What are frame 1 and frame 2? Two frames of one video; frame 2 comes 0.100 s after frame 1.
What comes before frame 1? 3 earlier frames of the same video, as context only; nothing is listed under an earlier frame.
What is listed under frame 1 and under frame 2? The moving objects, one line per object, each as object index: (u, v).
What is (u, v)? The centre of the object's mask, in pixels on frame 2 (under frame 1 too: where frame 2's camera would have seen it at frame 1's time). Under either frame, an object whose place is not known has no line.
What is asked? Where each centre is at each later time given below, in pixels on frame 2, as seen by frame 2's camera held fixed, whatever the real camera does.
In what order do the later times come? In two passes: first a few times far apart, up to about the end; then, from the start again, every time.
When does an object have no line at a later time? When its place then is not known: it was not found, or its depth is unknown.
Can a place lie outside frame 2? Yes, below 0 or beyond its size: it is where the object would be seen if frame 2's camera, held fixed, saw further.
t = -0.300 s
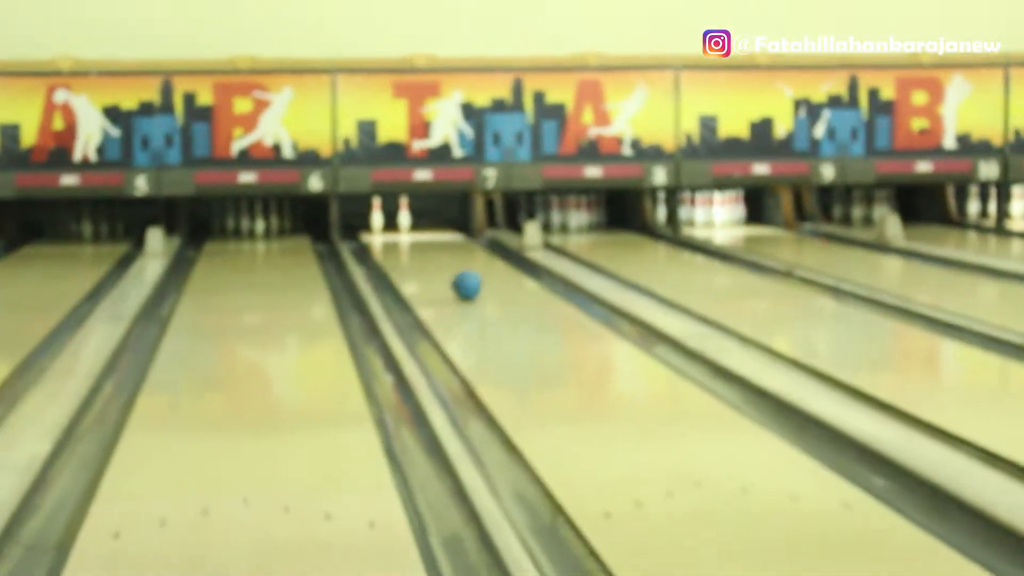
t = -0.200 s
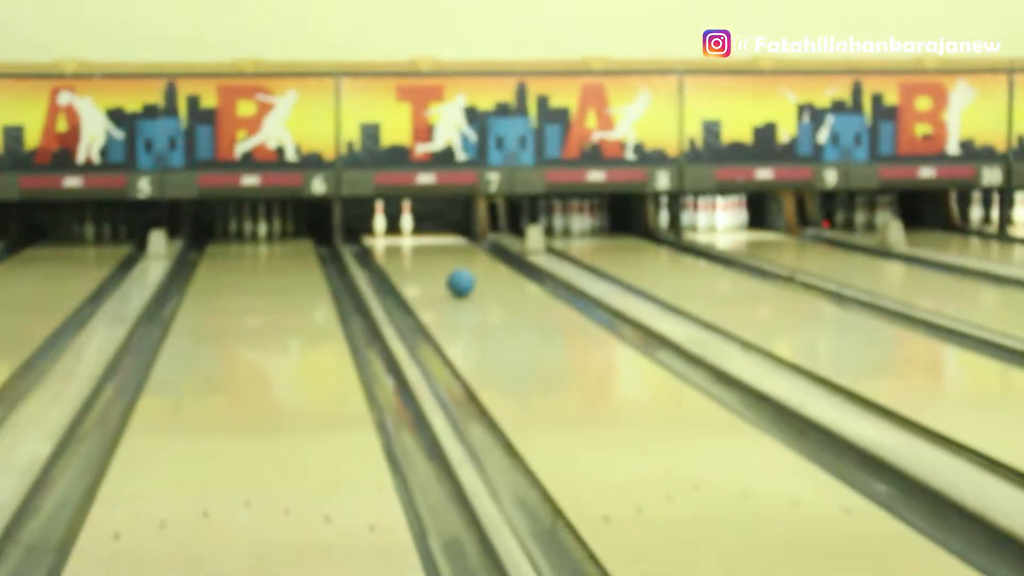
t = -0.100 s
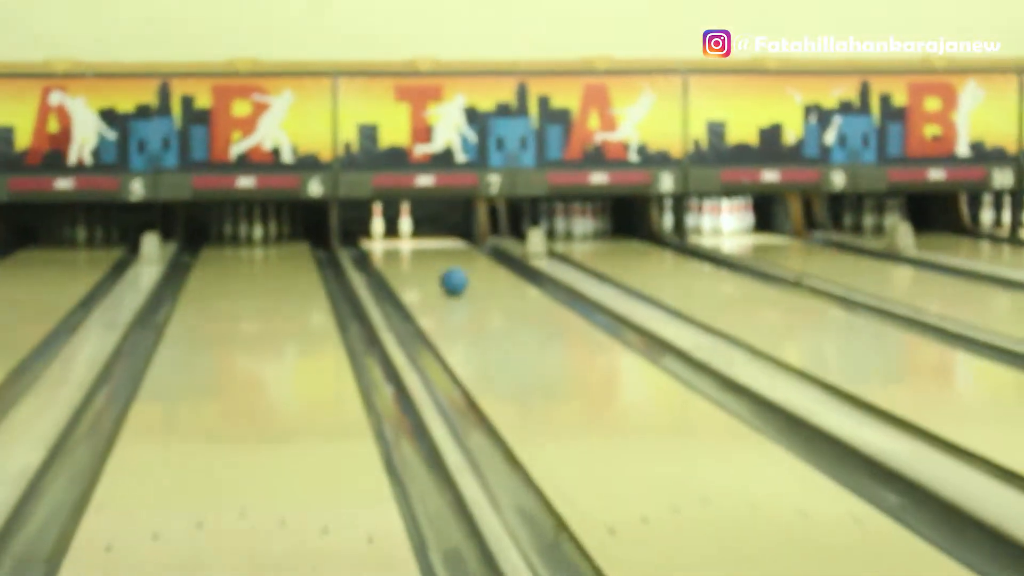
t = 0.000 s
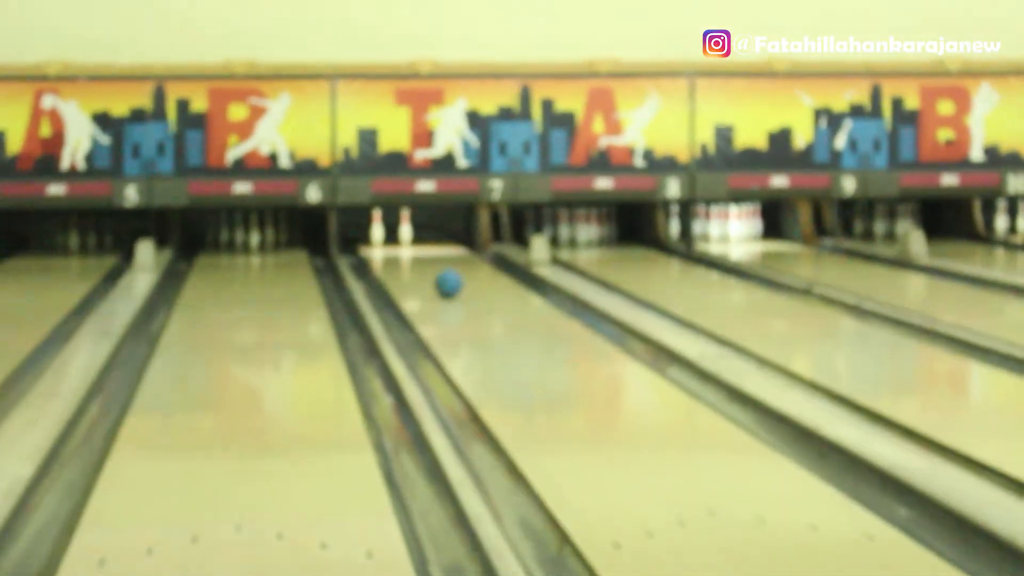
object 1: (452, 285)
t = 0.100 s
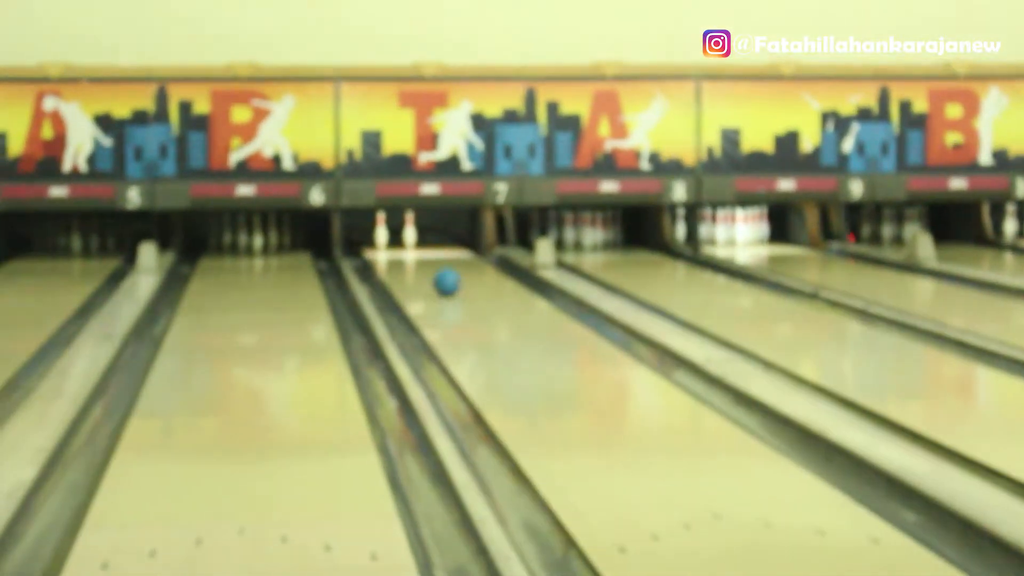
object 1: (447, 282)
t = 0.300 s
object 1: (438, 271)
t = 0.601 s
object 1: (424, 261)
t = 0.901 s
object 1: (413, 252)
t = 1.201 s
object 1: (396, 242)
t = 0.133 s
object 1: (445, 280)
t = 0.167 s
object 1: (444, 278)
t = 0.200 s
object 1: (443, 277)
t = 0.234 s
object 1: (442, 274)
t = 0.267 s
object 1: (440, 272)
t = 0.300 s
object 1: (438, 271)
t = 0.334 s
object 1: (436, 269)
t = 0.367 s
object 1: (435, 268)
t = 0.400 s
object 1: (432, 268)
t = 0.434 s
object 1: (430, 267)
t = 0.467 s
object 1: (430, 265)
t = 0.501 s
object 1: (428, 265)
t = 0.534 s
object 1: (428, 262)
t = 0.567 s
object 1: (425, 262)
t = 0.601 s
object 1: (424, 261)
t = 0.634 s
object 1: (423, 261)
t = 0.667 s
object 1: (422, 260)
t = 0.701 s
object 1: (420, 259)
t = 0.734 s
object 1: (419, 259)
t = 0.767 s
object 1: (419, 257)
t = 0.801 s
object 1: (418, 256)
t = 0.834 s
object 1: (418, 254)
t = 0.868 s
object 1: (415, 253)
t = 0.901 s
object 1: (413, 252)
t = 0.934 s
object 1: (412, 251)
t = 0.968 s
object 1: (411, 249)
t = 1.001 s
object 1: (409, 247)
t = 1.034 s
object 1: (406, 246)
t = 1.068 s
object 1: (404, 245)
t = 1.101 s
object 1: (402, 244)
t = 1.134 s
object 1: (400, 242)
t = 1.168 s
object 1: (397, 243)
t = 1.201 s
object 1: (396, 242)
